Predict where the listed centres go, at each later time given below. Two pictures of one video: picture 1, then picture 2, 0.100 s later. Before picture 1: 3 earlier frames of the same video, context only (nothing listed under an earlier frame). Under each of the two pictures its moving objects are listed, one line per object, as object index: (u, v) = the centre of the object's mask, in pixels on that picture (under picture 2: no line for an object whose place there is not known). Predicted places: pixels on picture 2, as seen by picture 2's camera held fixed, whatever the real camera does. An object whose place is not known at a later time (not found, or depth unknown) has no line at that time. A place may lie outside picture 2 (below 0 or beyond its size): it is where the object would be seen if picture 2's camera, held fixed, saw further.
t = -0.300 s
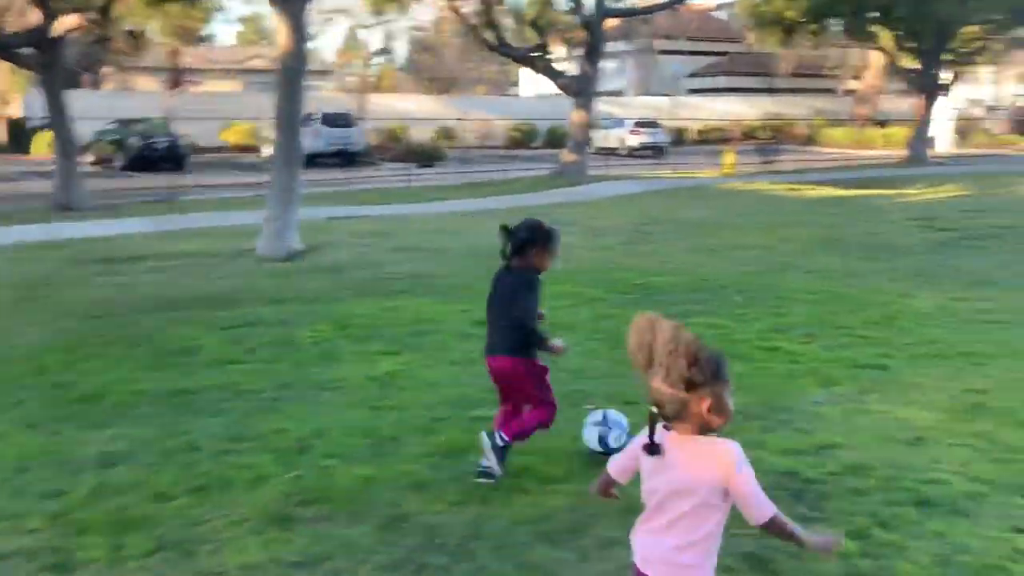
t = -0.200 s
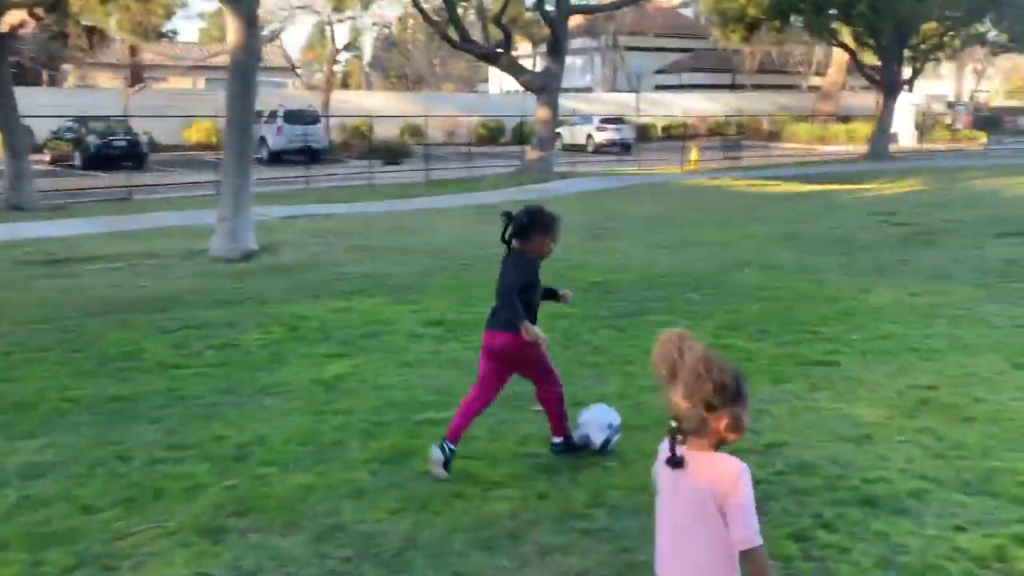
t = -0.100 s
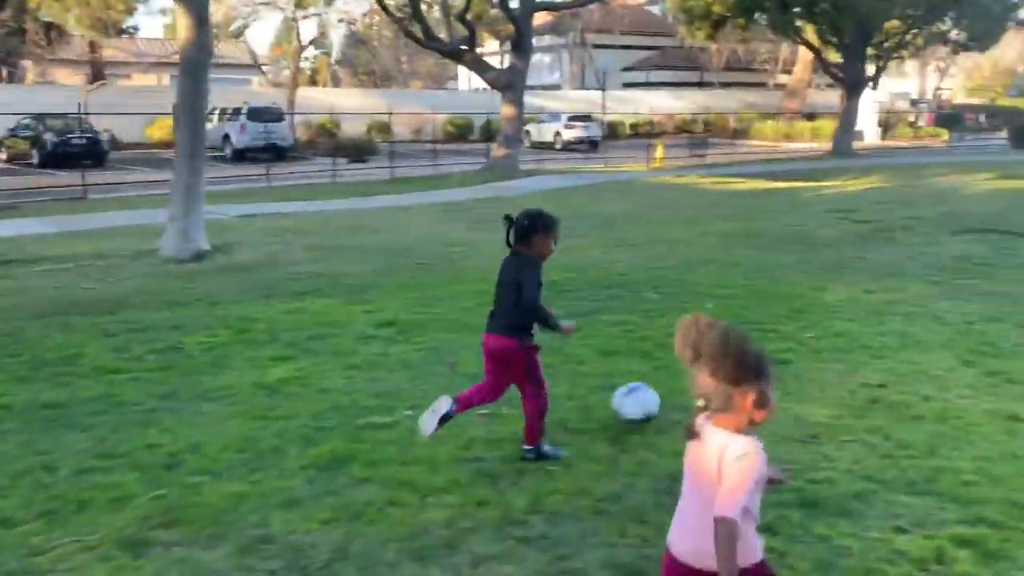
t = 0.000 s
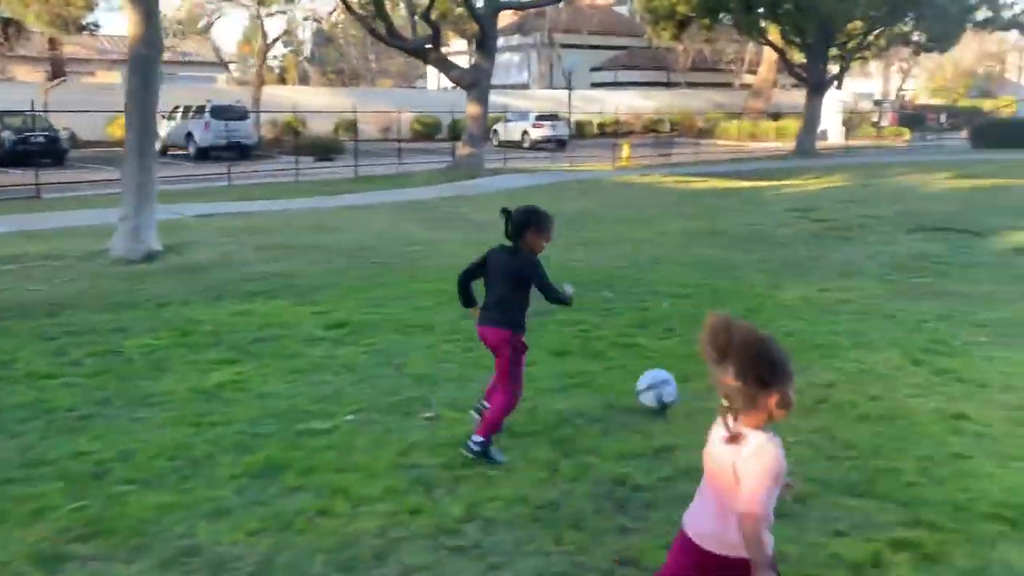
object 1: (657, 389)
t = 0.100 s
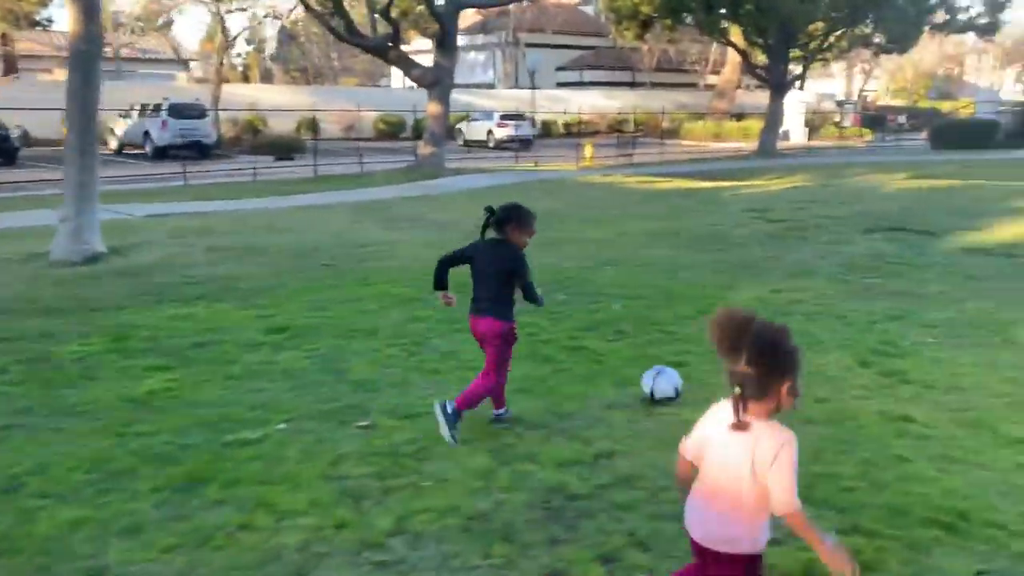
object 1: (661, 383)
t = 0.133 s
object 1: (678, 379)
